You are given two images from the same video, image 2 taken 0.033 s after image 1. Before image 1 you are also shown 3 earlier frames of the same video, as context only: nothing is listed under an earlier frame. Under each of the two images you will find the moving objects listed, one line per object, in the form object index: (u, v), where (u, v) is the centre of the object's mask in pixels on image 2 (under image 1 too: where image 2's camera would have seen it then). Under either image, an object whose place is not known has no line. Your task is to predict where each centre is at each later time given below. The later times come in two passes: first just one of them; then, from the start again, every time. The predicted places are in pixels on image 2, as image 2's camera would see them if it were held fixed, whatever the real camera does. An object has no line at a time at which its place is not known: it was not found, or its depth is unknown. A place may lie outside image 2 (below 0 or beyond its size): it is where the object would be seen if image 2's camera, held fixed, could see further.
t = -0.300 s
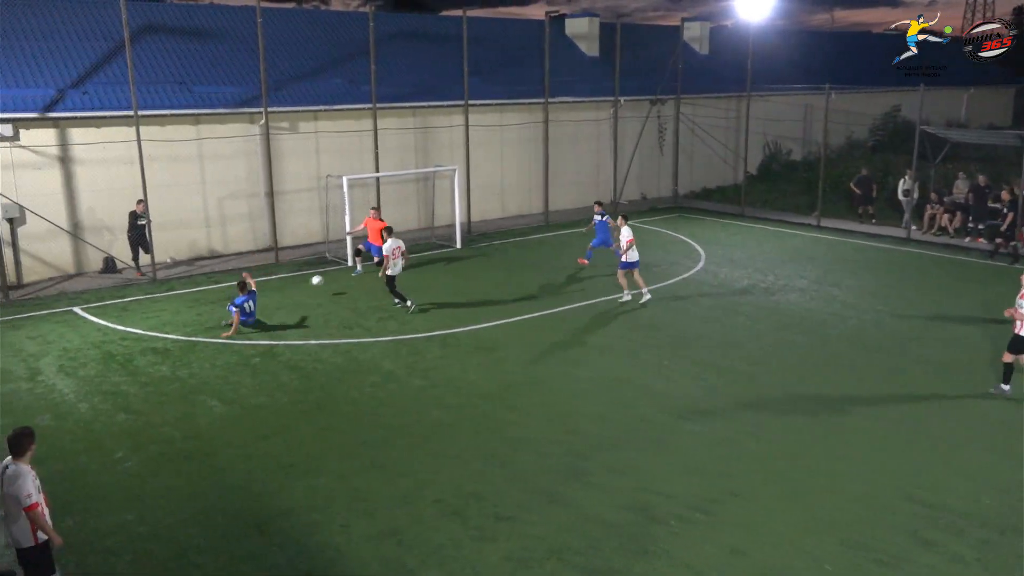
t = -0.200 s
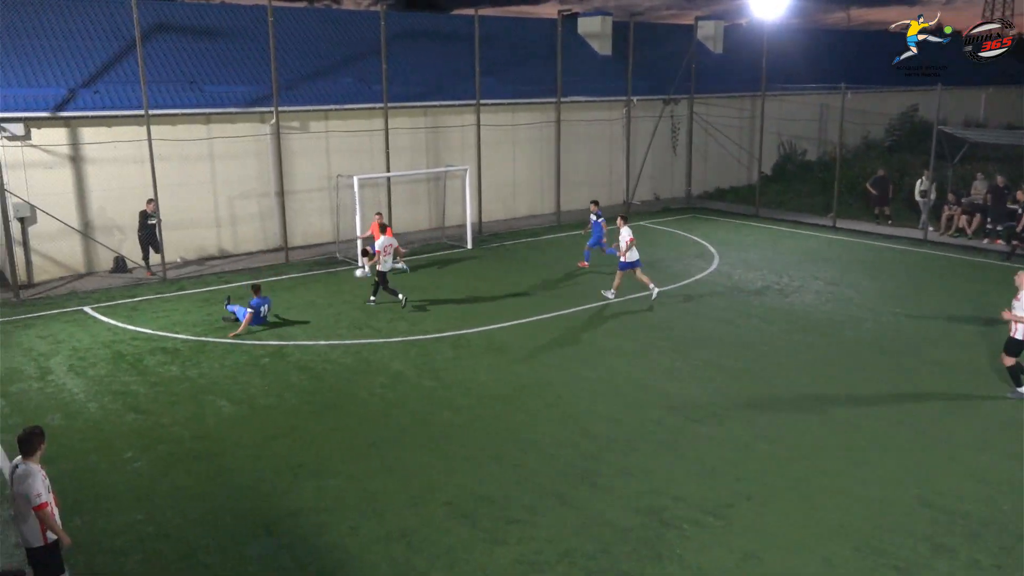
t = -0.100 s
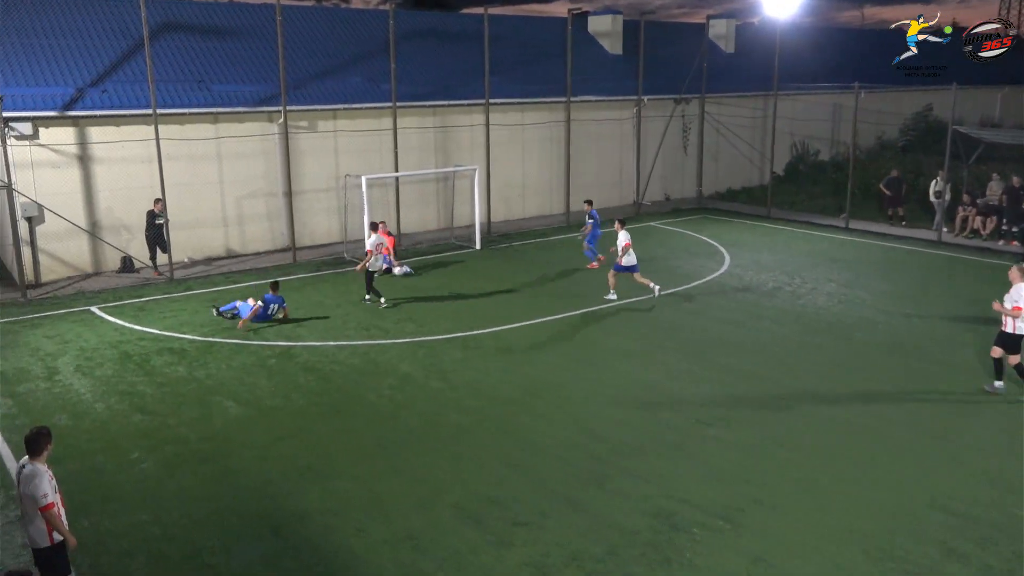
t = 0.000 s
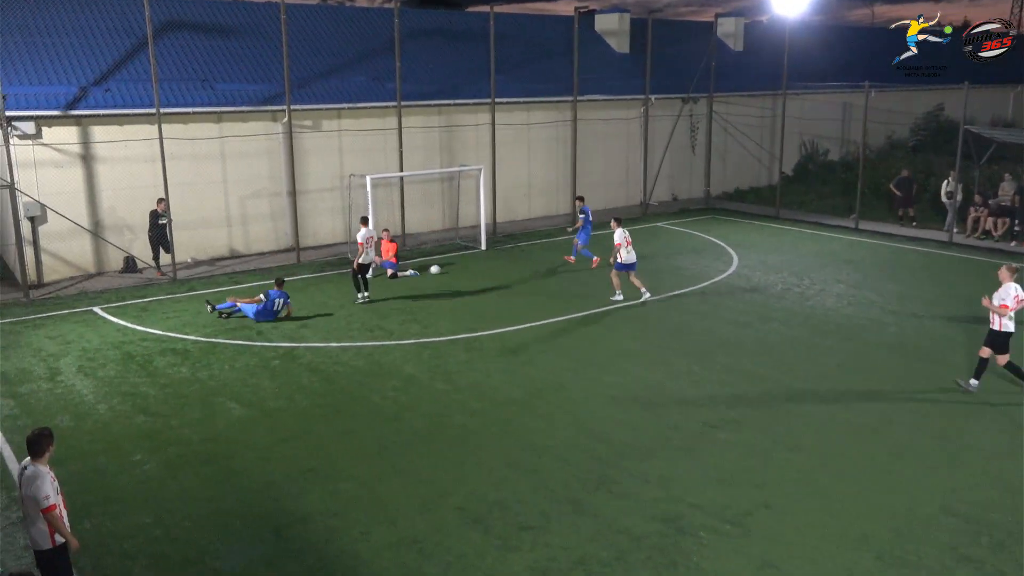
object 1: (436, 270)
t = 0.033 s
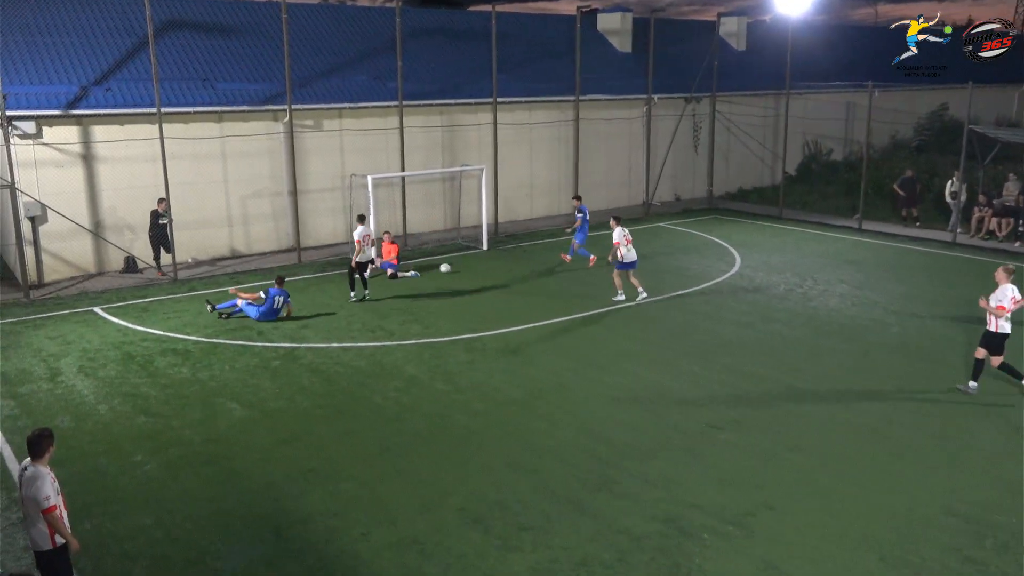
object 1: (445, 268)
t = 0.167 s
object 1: (479, 266)
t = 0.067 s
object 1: (453, 267)
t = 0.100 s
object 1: (463, 266)
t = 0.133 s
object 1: (471, 266)
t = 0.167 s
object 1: (479, 266)
